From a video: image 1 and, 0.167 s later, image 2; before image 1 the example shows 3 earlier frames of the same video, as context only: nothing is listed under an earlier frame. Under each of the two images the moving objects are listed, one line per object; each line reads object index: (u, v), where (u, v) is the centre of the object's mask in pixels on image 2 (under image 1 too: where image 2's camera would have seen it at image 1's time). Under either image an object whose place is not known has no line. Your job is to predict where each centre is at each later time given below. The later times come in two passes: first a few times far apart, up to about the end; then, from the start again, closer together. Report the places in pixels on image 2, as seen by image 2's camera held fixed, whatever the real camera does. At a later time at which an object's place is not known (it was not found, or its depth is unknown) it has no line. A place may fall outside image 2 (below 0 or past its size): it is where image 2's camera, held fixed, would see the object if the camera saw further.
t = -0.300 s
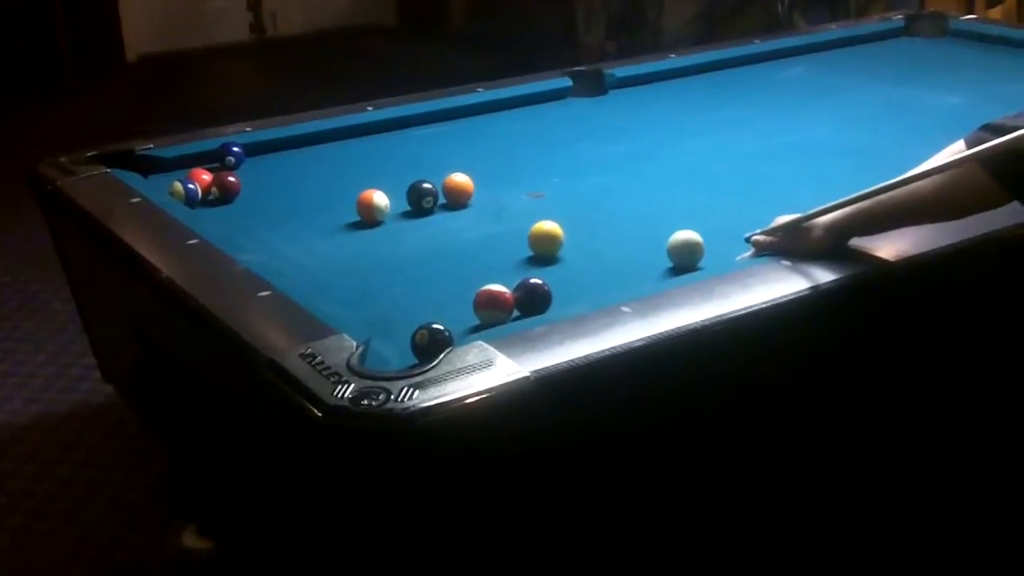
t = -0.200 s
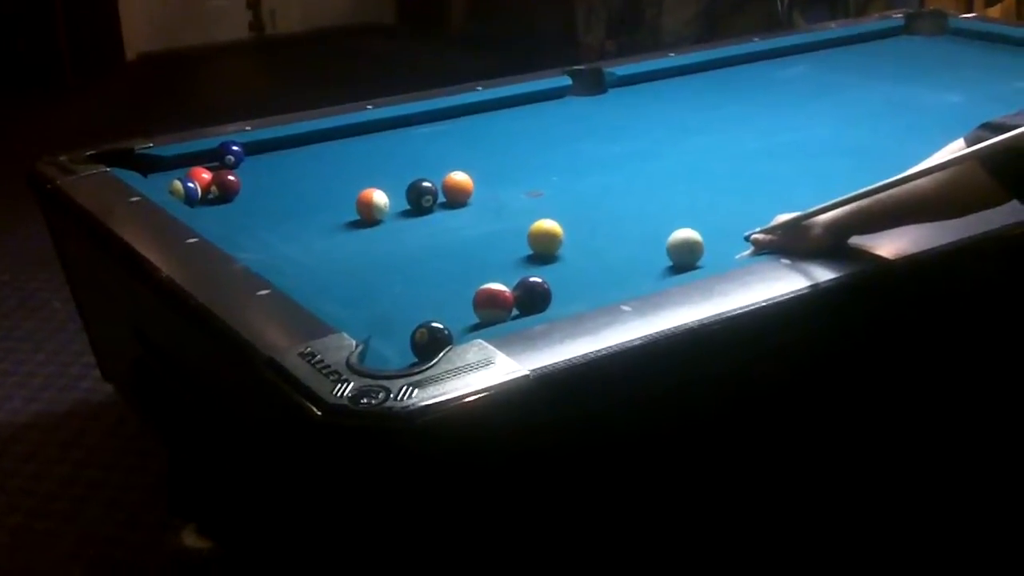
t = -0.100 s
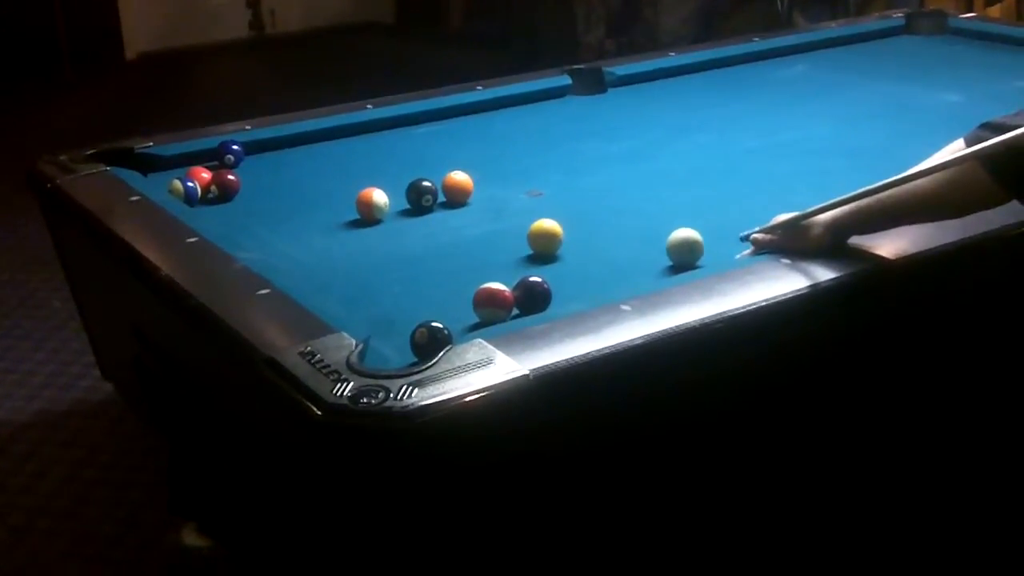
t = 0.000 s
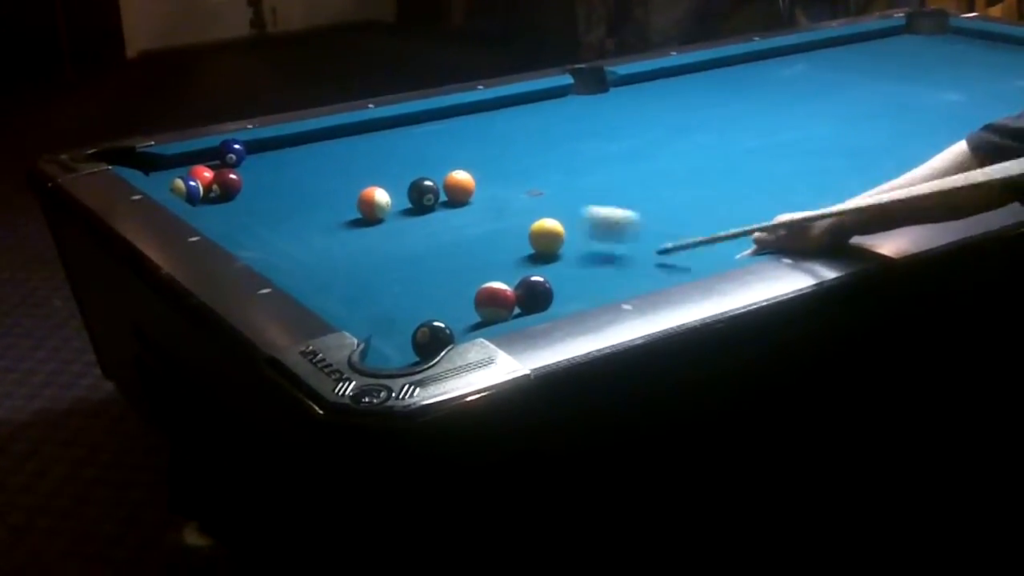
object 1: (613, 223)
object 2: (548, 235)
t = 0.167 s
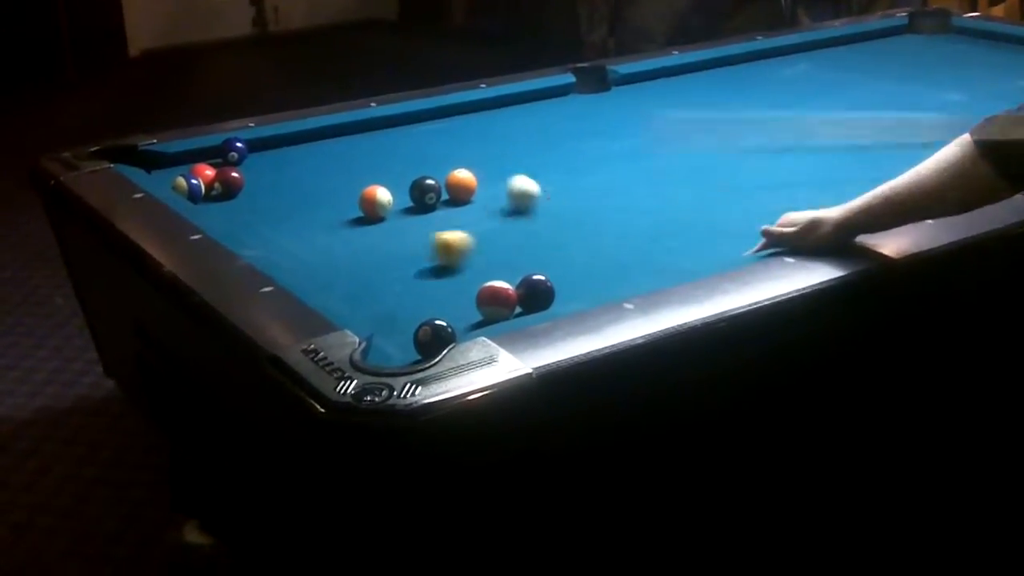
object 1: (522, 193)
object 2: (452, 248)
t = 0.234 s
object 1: (505, 181)
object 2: (409, 253)
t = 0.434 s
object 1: (481, 154)
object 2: (314, 263)
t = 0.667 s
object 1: (463, 129)
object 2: (367, 242)
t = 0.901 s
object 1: (452, 108)
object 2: (413, 221)
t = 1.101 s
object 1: (492, 109)
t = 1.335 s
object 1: (540, 111)
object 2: (484, 190)
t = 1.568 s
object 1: (585, 113)
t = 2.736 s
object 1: (789, 121)
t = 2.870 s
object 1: (808, 121)
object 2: (636, 124)
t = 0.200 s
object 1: (513, 186)
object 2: (430, 251)
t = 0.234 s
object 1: (505, 181)
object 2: (409, 253)
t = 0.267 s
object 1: (499, 175)
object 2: (387, 256)
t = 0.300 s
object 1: (493, 171)
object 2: (365, 259)
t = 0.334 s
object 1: (490, 166)
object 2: (343, 262)
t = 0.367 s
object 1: (487, 162)
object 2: (322, 266)
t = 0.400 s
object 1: (484, 157)
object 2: (307, 264)
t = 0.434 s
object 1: (481, 154)
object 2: (314, 263)
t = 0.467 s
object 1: (478, 149)
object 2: (321, 259)
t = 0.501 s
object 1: (475, 146)
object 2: (329, 256)
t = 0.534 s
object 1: (473, 142)
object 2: (337, 253)
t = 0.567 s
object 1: (470, 138)
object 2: (344, 250)
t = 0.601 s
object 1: (468, 135)
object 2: (353, 246)
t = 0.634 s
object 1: (466, 132)
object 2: (360, 244)
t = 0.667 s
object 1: (463, 129)
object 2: (367, 242)
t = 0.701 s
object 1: (461, 125)
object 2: (374, 238)
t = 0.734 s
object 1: (459, 121)
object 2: (381, 236)
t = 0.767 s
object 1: (457, 118)
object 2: (388, 232)
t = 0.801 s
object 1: (454, 115)
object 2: (394, 230)
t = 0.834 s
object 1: (451, 112)
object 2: (400, 227)
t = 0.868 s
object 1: (450, 109)
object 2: (406, 224)
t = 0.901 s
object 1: (452, 108)
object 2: (413, 221)
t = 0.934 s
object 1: (459, 108)
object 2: (419, 219)
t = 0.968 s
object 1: (466, 108)
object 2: (425, 216)
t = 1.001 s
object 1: (473, 108)
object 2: (431, 214)
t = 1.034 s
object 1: (480, 109)
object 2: (437, 210)
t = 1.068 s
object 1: (485, 109)
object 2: (442, 209)
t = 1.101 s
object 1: (492, 109)
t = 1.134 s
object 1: (500, 109)
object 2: (453, 204)
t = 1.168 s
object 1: (506, 109)
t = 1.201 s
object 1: (513, 109)
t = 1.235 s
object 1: (520, 110)
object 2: (469, 198)
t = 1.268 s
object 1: (526, 110)
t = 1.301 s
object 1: (533, 111)
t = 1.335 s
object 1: (540, 111)
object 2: (484, 190)
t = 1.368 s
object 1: (547, 111)
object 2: (488, 189)
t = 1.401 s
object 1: (553, 111)
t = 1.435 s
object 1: (561, 111)
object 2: (499, 184)
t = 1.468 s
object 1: (567, 113)
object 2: (503, 183)
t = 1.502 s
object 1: (573, 113)
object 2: (508, 181)
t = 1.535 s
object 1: (580, 112)
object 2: (512, 179)
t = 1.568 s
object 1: (585, 113)
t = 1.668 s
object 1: (605, 113)
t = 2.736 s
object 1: (789, 121)
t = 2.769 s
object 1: (794, 121)
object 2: (630, 127)
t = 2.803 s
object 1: (799, 121)
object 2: (632, 126)
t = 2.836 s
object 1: (804, 121)
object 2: (634, 125)
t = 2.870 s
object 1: (808, 121)
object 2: (636, 124)
